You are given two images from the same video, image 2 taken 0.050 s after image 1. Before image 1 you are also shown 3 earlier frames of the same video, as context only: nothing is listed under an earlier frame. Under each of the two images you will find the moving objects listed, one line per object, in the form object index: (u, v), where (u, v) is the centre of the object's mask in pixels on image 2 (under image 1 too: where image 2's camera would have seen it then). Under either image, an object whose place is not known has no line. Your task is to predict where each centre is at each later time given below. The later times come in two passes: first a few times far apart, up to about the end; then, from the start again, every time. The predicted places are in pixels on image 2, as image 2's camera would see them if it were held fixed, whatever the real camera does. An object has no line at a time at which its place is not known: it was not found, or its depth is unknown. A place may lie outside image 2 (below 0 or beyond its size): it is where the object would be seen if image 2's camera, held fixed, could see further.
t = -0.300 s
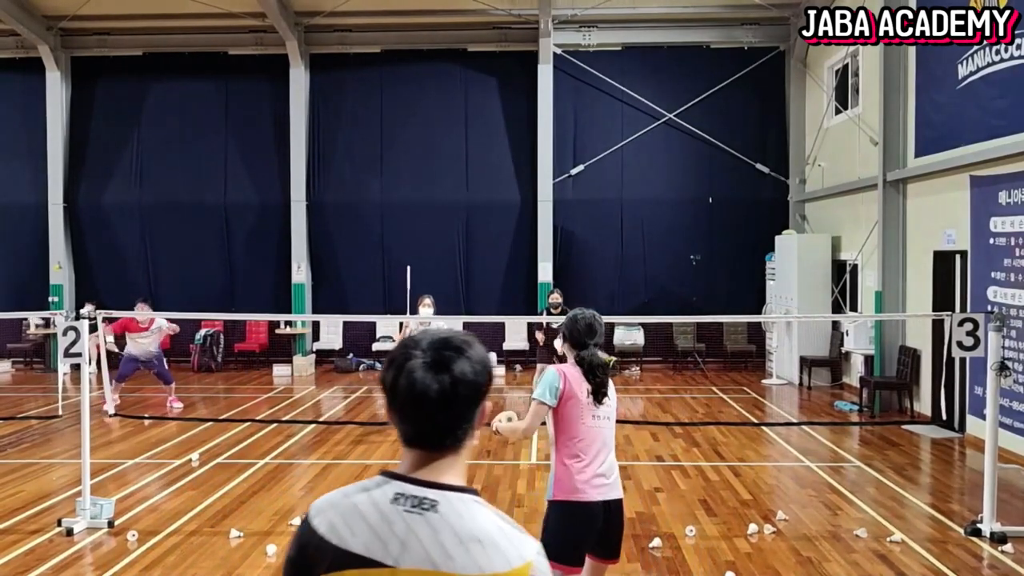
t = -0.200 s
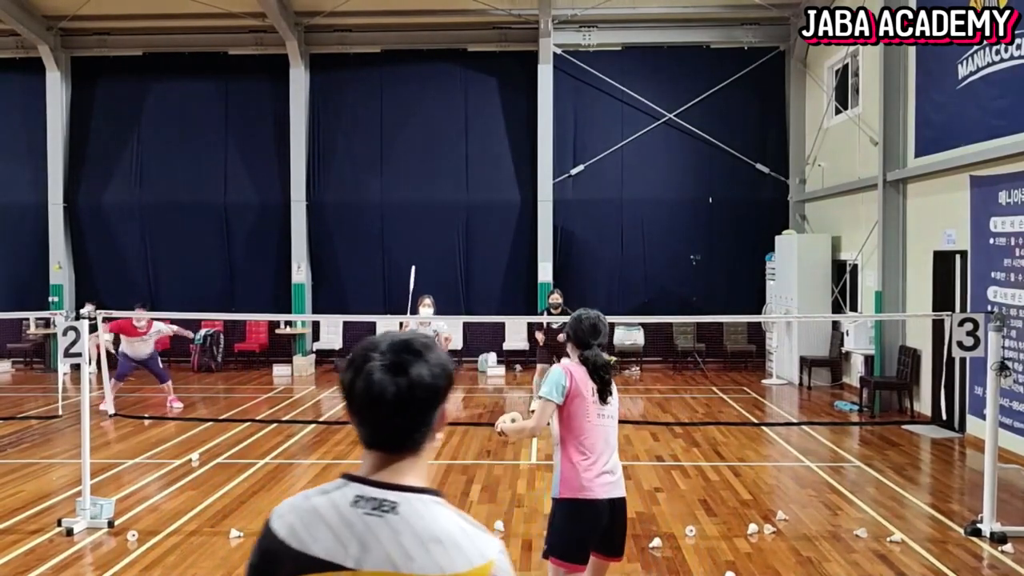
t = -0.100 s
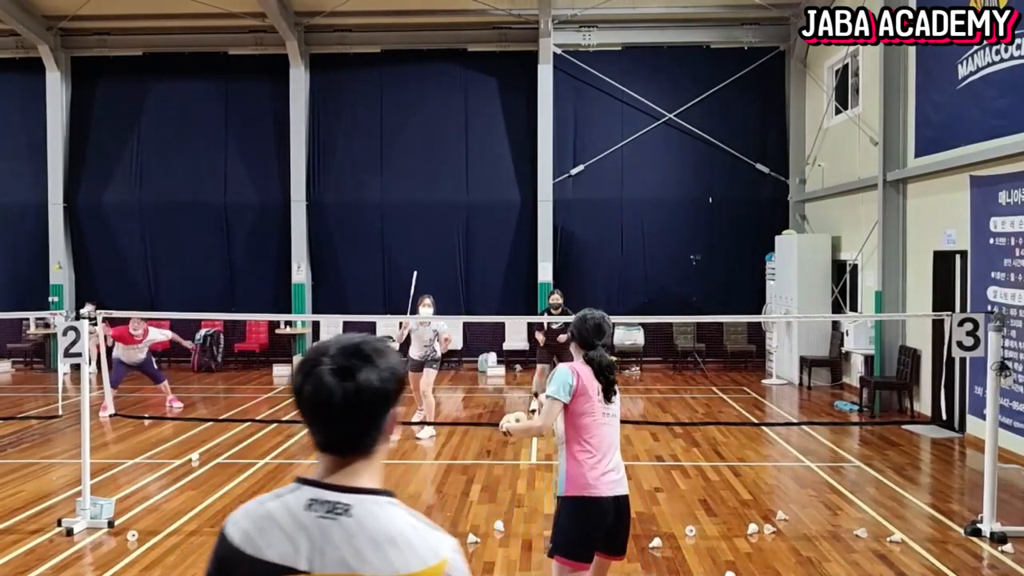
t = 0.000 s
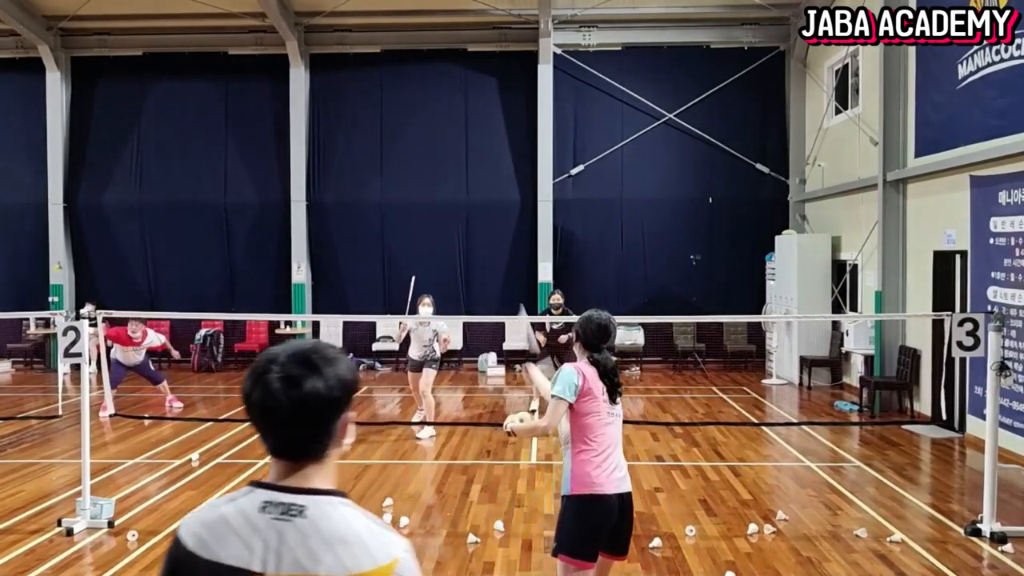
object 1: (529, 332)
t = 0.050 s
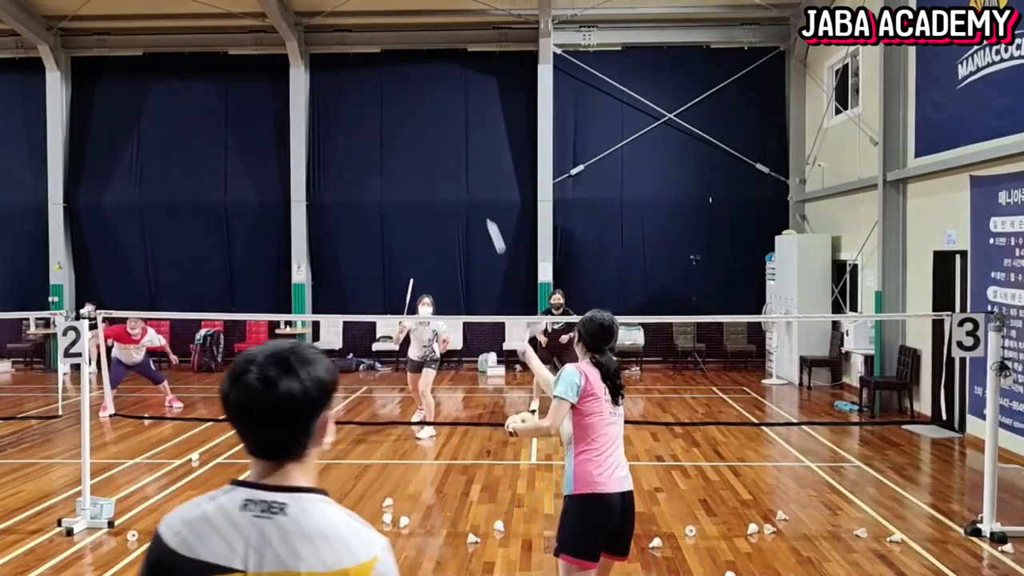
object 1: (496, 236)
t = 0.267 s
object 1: (416, 63)
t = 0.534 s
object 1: (374, 18)
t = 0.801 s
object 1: (351, 50)
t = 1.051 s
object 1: (340, 122)
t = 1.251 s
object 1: (336, 196)
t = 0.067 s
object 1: (486, 213)
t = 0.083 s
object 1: (476, 193)
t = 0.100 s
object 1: (468, 175)
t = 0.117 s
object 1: (461, 158)
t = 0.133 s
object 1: (454, 143)
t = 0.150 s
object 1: (448, 129)
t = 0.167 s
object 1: (443, 116)
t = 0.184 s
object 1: (438, 105)
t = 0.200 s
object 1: (433, 95)
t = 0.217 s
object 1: (428, 85)
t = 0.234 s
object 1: (424, 77)
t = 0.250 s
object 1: (420, 70)
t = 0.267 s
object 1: (416, 63)
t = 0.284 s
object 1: (412, 56)
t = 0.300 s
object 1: (409, 50)
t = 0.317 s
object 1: (405, 45)
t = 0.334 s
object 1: (402, 41)
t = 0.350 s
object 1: (399, 37)
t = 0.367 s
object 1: (396, 33)
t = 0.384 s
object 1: (394, 31)
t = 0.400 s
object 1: (391, 28)
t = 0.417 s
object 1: (389, 25)
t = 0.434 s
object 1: (386, 24)
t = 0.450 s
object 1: (384, 22)
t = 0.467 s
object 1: (382, 20)
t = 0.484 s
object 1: (379, 19)
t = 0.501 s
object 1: (378, 19)
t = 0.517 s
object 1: (376, 18)
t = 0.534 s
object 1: (374, 18)
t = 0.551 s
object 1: (371, 18)
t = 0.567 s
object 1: (370, 19)
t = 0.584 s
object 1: (368, 20)
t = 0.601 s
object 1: (367, 21)
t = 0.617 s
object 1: (365, 22)
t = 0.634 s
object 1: (363, 23)
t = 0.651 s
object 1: (362, 25)
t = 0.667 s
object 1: (361, 27)
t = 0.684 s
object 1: (359, 29)
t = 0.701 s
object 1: (358, 31)
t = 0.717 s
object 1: (356, 34)
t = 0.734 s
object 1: (355, 37)
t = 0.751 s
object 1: (353, 40)
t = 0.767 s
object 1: (353, 43)
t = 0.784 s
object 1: (352, 46)
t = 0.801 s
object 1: (351, 50)
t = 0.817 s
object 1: (350, 54)
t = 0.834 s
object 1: (349, 58)
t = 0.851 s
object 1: (348, 62)
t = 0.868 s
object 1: (347, 66)
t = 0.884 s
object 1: (346, 71)
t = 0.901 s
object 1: (346, 76)
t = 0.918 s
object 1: (345, 80)
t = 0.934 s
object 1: (344, 85)
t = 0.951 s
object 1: (344, 90)
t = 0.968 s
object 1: (343, 95)
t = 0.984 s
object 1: (342, 100)
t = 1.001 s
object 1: (342, 105)
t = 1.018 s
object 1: (341, 111)
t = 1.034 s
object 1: (341, 117)
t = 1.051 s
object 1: (340, 122)
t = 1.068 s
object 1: (340, 128)
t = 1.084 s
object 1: (339, 133)
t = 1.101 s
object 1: (339, 139)
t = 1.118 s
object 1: (338, 145)
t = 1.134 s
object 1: (338, 152)
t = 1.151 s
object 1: (338, 158)
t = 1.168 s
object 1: (337, 164)
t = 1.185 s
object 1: (337, 170)
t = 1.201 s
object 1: (337, 176)
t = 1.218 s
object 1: (336, 183)
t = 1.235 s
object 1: (336, 189)
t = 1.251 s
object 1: (336, 196)
